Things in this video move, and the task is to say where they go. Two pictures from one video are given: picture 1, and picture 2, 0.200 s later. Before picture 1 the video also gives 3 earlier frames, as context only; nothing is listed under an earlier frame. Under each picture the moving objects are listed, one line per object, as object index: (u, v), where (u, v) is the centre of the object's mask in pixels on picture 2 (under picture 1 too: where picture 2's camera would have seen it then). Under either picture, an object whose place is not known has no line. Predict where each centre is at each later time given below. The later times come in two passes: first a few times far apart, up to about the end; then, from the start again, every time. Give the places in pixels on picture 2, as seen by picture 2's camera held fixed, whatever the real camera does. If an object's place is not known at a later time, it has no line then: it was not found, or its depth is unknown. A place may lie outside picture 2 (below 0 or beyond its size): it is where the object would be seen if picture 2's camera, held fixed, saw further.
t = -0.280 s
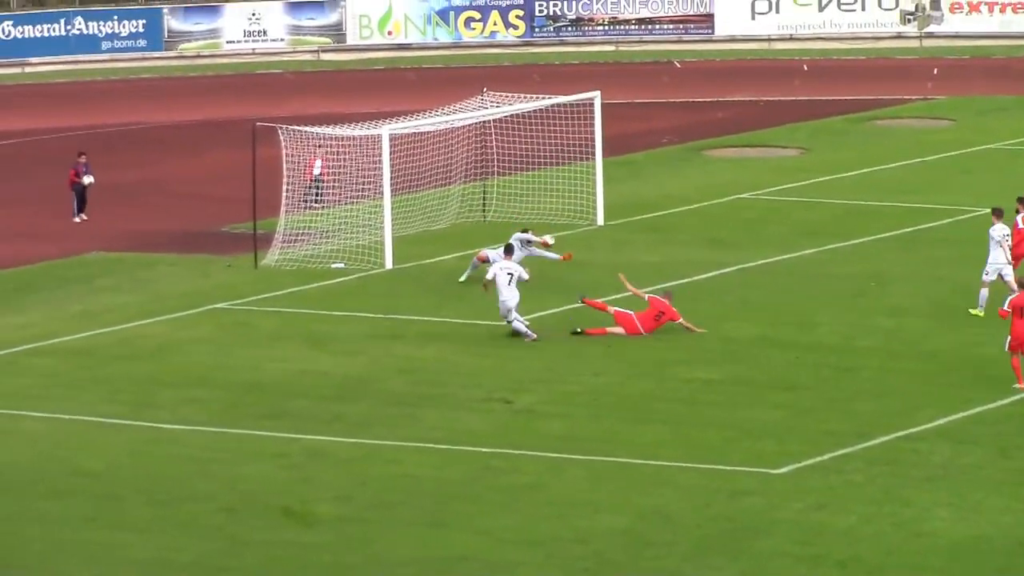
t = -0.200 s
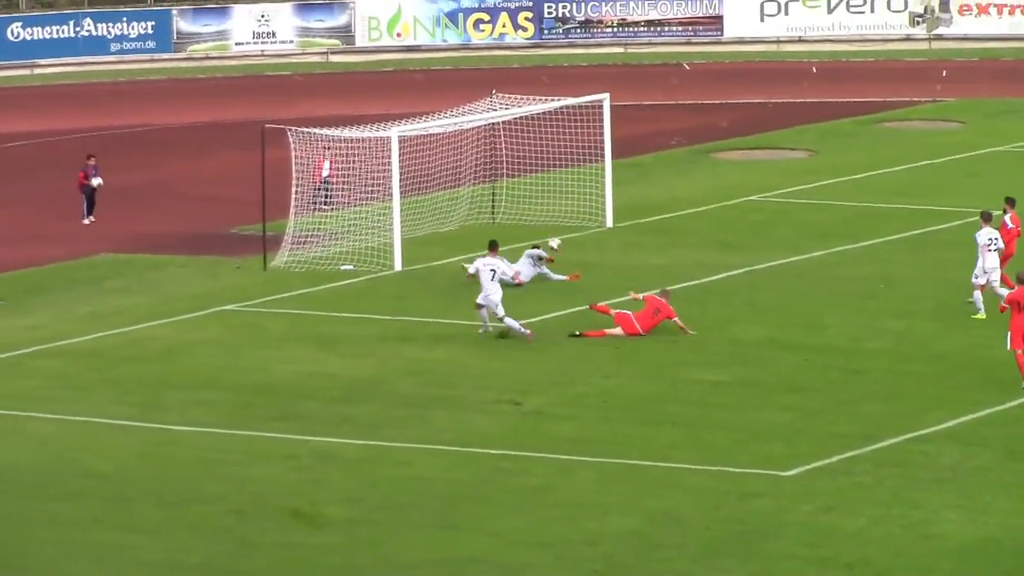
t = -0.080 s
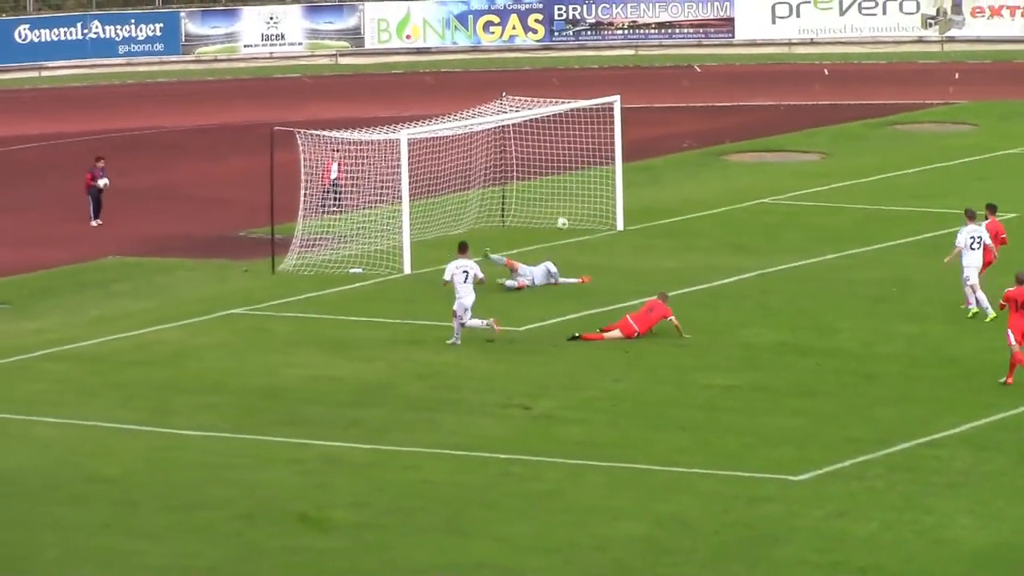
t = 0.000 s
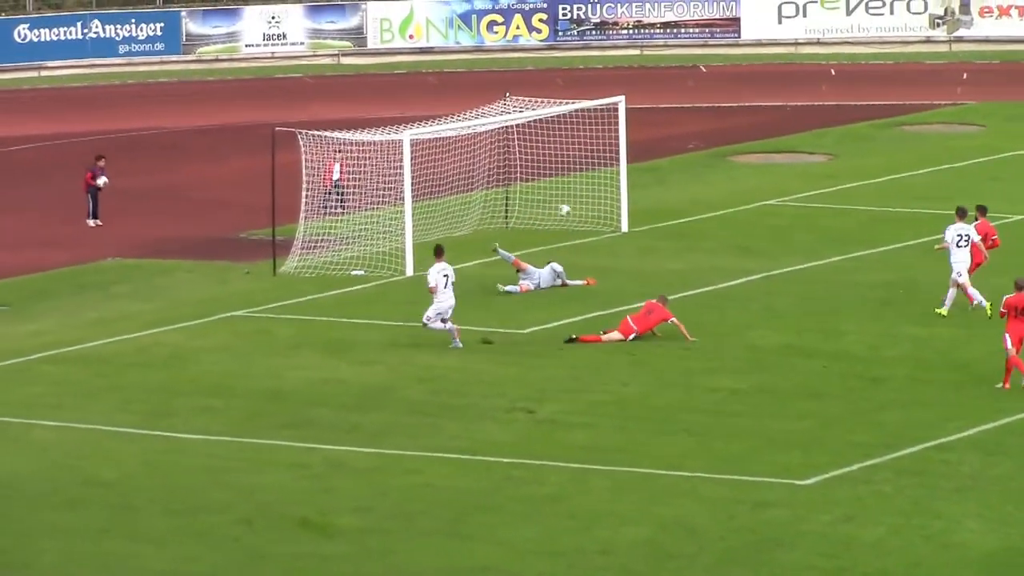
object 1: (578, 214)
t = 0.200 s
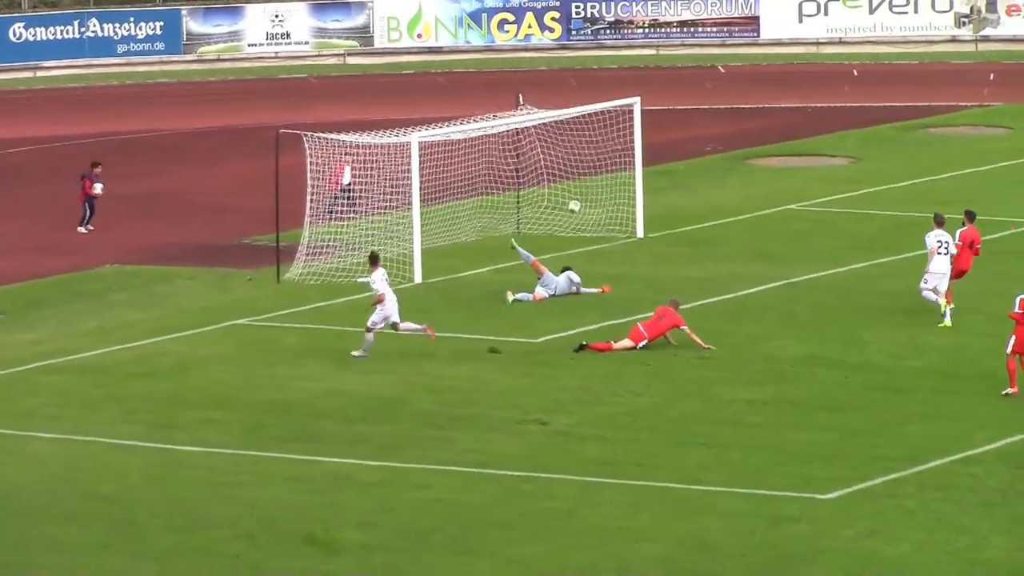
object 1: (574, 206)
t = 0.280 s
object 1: (559, 208)
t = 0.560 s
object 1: (497, 229)
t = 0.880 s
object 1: (458, 230)
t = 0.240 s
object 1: (567, 208)
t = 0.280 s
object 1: (559, 208)
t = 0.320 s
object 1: (550, 208)
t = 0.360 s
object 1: (541, 210)
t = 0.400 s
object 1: (531, 212)
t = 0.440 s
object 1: (523, 214)
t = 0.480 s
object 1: (515, 218)
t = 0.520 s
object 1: (506, 224)
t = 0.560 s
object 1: (497, 229)
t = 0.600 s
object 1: (489, 235)
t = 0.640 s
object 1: (484, 232)
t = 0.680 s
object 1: (479, 230)
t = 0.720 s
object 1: (475, 228)
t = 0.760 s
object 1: (471, 227)
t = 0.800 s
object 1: (467, 228)
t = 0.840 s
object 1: (462, 229)
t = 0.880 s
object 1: (458, 230)
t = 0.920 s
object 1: (453, 233)
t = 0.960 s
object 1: (449, 236)
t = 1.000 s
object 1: (444, 238)
